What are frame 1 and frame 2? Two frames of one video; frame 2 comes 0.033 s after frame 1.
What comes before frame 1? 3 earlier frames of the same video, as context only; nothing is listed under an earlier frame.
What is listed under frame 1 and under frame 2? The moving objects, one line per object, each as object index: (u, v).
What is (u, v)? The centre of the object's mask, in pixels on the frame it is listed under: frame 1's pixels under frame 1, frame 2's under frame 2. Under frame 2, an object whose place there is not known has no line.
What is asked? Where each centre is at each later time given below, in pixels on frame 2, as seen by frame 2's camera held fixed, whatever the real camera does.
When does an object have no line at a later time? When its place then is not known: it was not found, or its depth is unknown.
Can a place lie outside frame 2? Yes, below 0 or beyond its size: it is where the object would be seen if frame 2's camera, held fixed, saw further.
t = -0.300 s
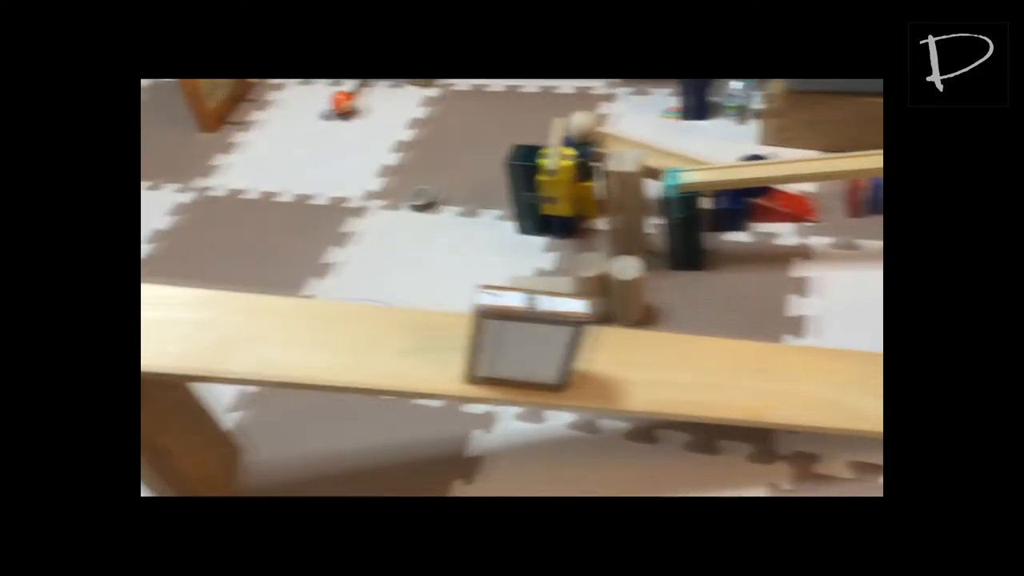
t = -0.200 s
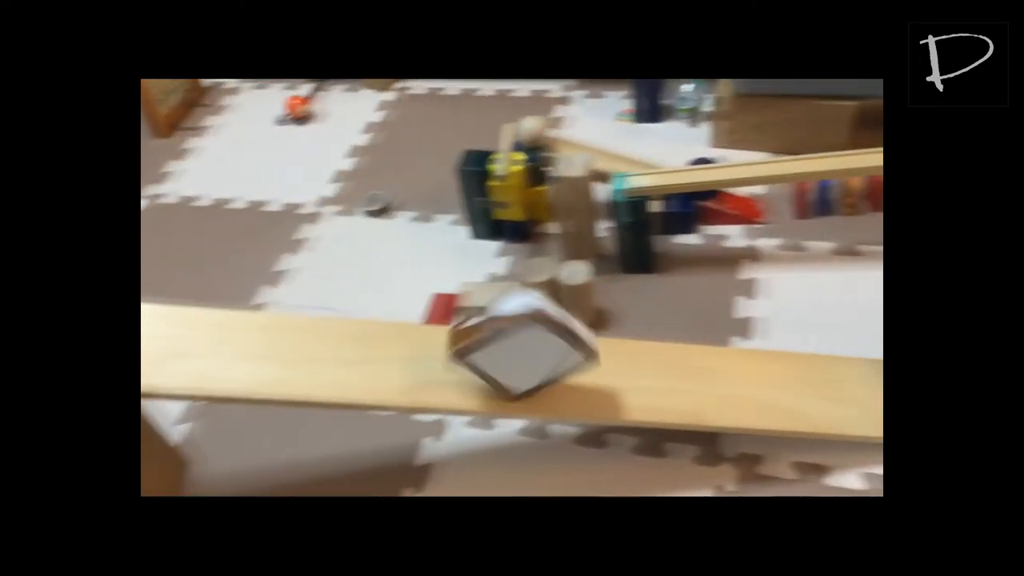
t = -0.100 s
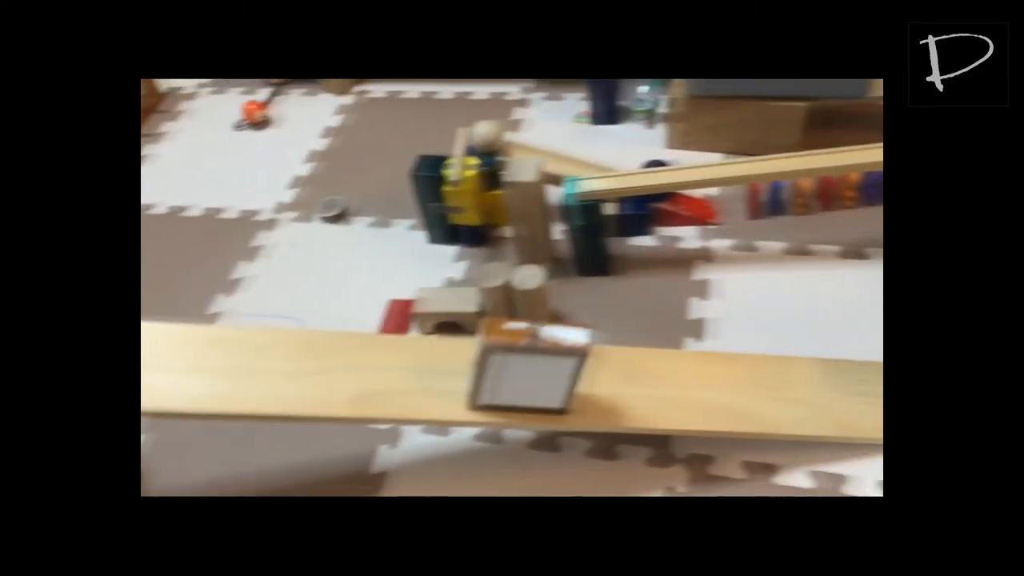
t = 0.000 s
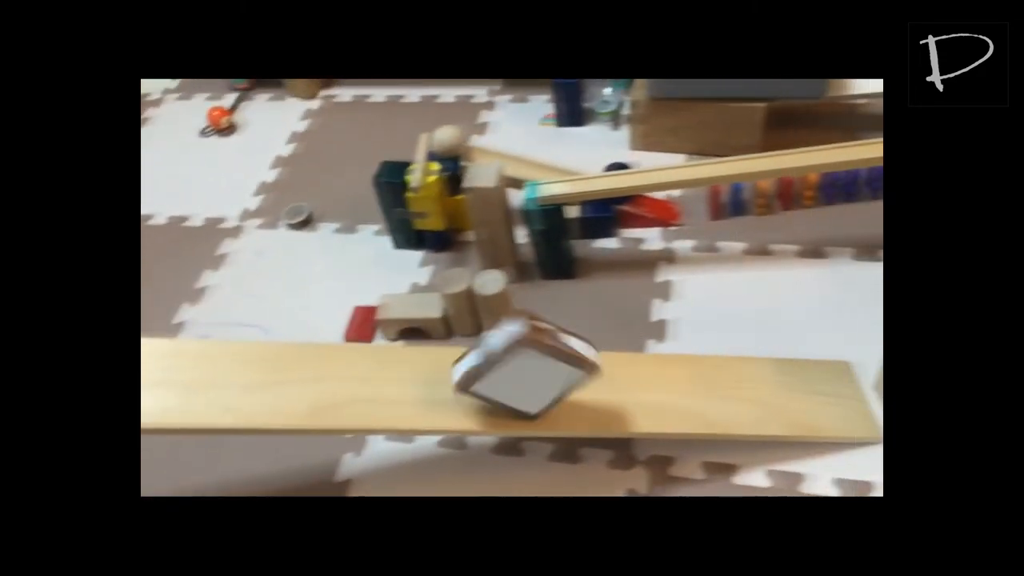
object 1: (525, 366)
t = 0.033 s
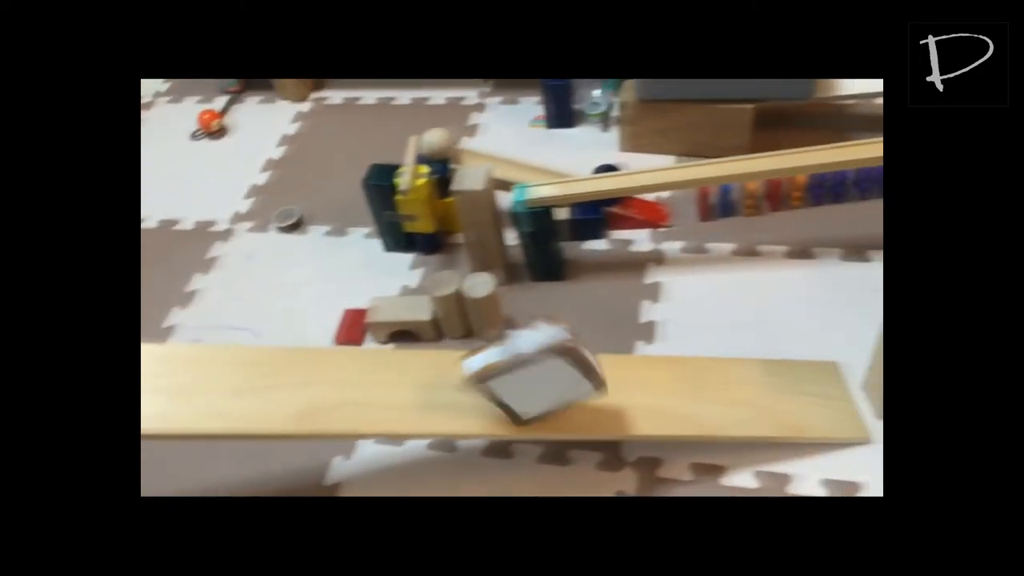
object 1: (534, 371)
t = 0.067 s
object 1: (565, 373)
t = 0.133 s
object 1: (583, 378)
